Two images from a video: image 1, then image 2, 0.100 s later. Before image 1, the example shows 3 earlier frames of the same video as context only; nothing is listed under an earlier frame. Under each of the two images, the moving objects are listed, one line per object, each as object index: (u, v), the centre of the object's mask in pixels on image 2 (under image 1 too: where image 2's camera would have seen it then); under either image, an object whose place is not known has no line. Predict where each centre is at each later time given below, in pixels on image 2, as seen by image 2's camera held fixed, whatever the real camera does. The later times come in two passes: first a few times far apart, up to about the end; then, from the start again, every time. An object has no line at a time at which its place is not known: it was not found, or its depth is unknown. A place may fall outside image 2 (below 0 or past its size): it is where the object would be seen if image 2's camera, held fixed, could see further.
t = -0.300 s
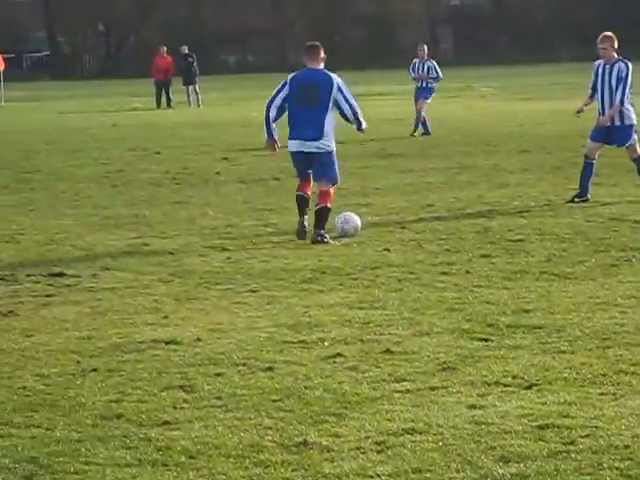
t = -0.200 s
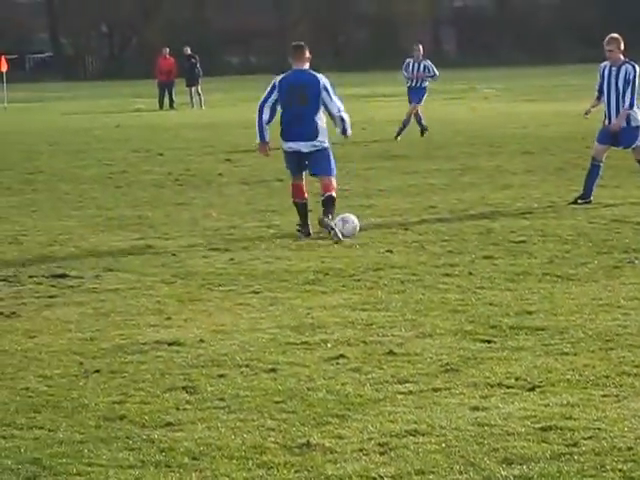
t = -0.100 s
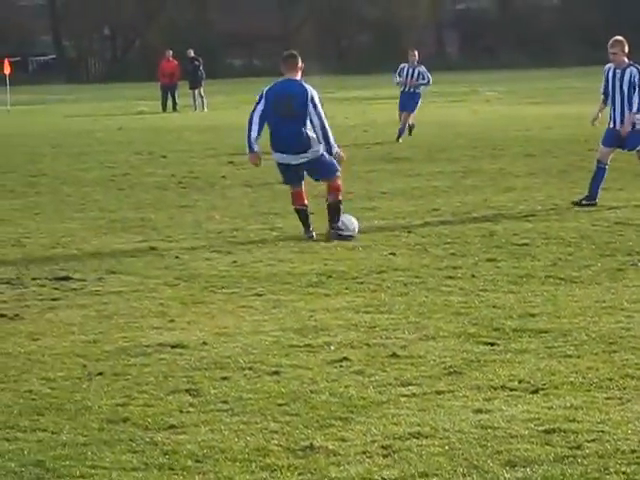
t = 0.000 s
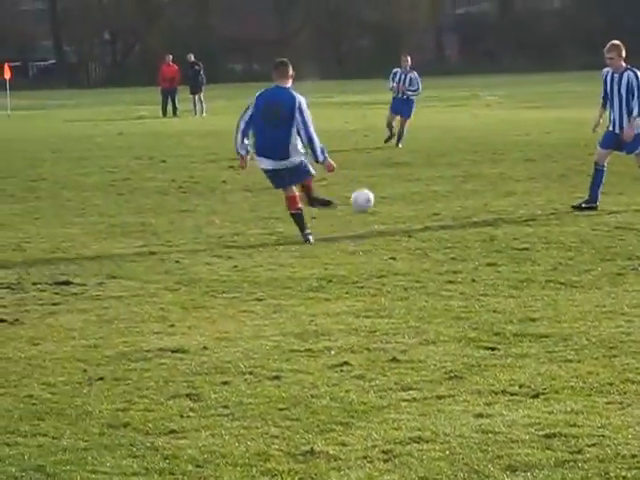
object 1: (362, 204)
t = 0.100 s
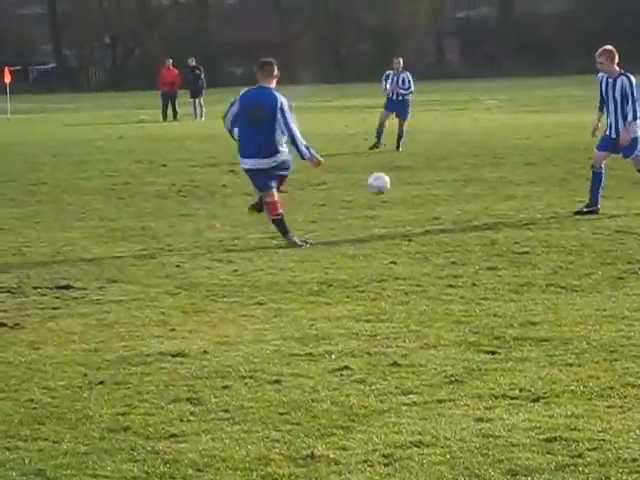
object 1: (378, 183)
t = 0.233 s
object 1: (398, 176)
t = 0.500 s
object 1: (420, 178)
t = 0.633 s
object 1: (427, 175)
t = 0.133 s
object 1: (383, 179)
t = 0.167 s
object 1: (388, 177)
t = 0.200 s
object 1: (393, 176)
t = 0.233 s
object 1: (398, 176)
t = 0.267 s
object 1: (401, 177)
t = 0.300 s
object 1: (405, 180)
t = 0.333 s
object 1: (408, 183)
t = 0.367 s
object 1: (412, 188)
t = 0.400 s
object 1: (414, 191)
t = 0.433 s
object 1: (416, 186)
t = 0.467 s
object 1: (418, 182)
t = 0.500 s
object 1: (420, 178)
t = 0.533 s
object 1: (422, 176)
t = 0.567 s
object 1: (424, 175)
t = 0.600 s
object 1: (426, 174)
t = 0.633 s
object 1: (427, 175)
